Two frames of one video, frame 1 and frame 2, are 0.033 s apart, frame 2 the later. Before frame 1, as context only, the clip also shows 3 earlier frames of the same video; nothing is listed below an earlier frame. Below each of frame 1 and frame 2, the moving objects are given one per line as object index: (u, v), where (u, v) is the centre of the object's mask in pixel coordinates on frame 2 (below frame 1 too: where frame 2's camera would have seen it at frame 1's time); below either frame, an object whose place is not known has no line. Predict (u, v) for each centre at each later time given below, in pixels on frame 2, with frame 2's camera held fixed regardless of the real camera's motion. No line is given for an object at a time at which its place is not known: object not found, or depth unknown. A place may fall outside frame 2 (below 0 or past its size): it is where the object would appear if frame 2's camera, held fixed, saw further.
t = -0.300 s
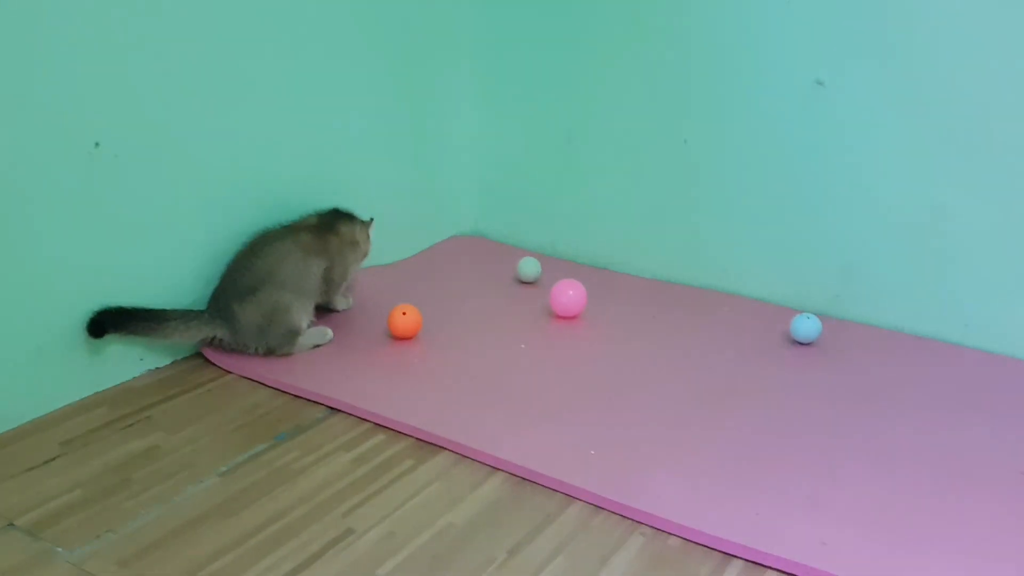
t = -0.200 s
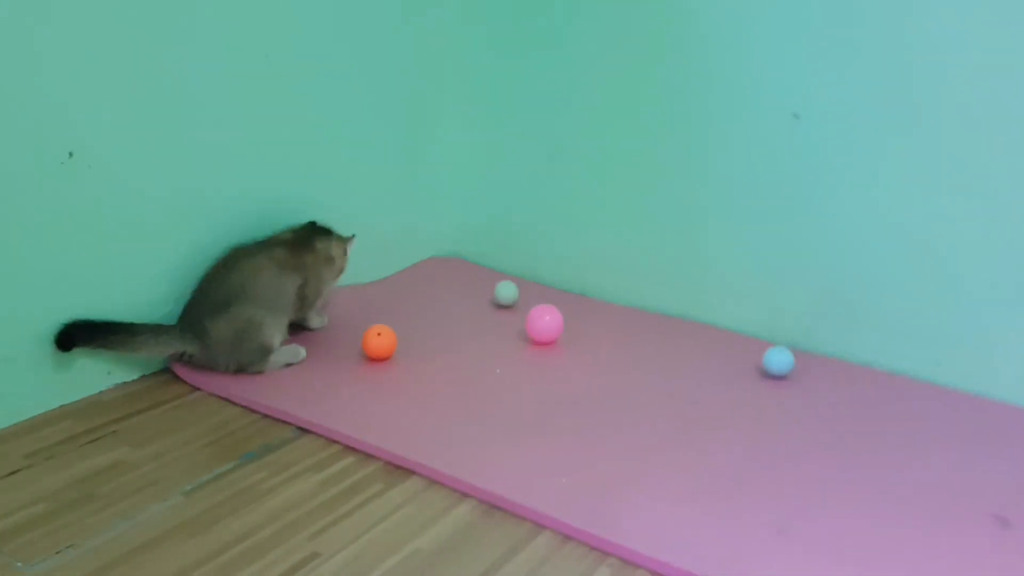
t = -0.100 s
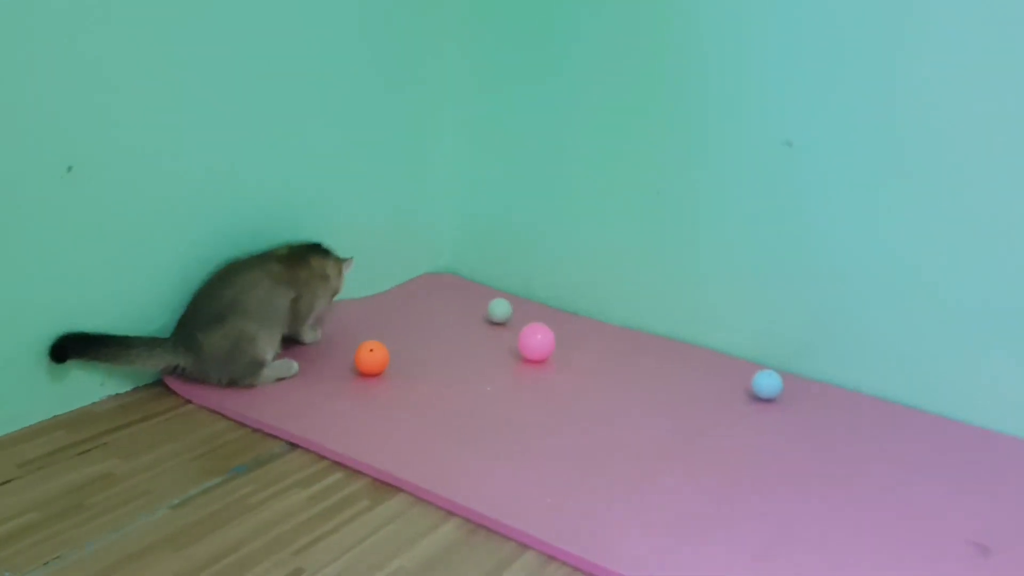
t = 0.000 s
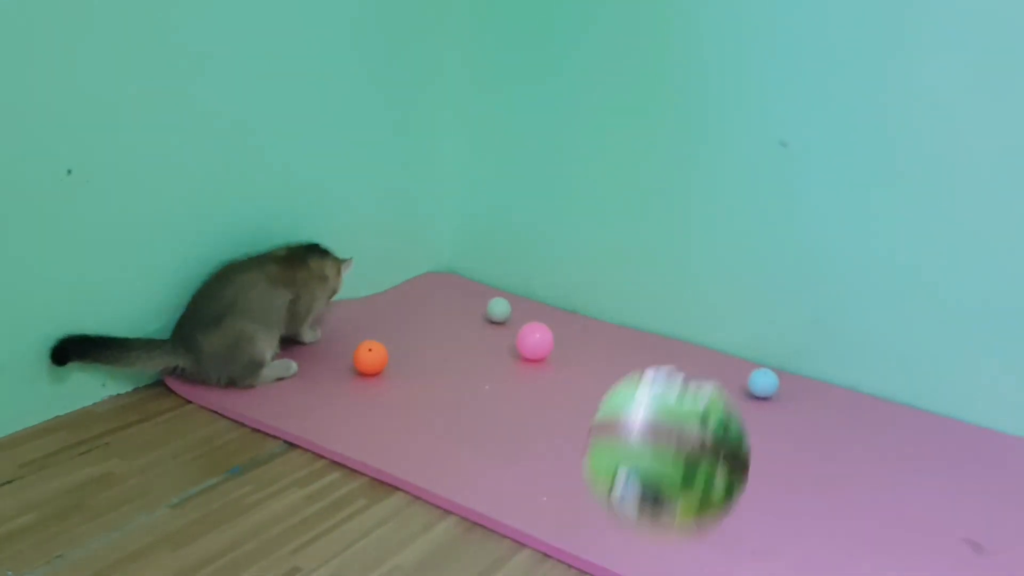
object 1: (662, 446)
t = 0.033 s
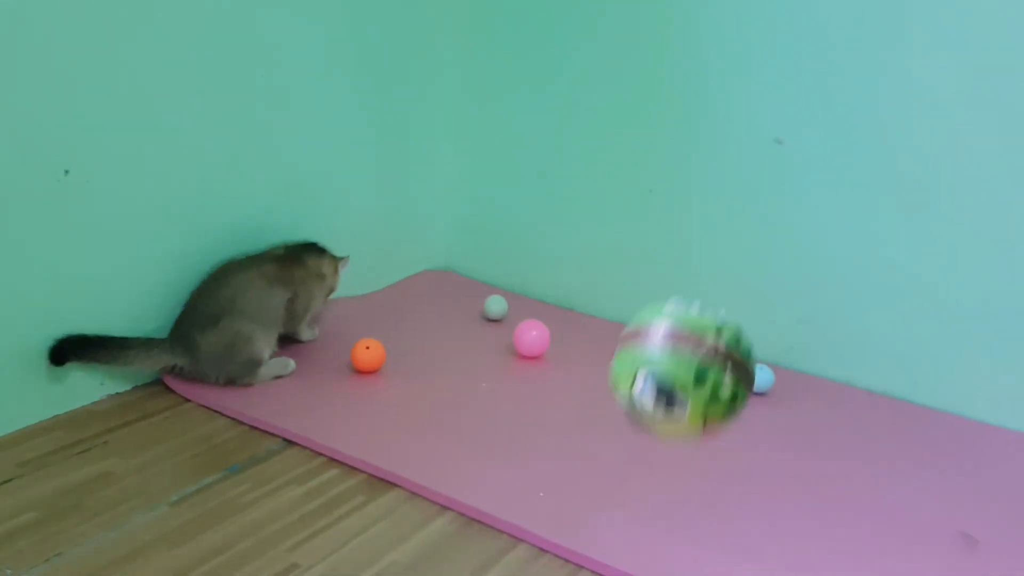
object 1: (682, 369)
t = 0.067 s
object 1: (691, 343)
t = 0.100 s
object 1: (704, 314)
